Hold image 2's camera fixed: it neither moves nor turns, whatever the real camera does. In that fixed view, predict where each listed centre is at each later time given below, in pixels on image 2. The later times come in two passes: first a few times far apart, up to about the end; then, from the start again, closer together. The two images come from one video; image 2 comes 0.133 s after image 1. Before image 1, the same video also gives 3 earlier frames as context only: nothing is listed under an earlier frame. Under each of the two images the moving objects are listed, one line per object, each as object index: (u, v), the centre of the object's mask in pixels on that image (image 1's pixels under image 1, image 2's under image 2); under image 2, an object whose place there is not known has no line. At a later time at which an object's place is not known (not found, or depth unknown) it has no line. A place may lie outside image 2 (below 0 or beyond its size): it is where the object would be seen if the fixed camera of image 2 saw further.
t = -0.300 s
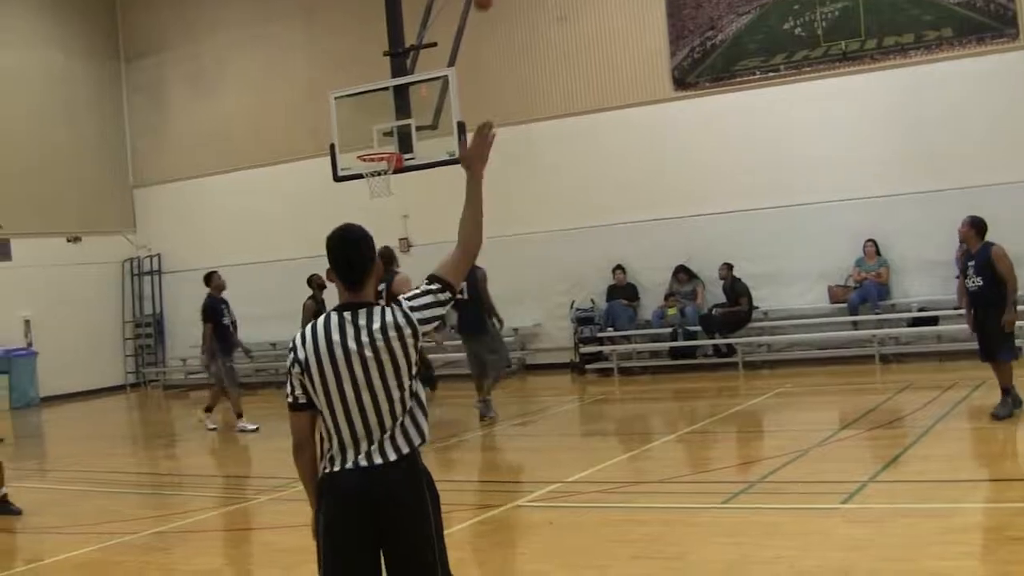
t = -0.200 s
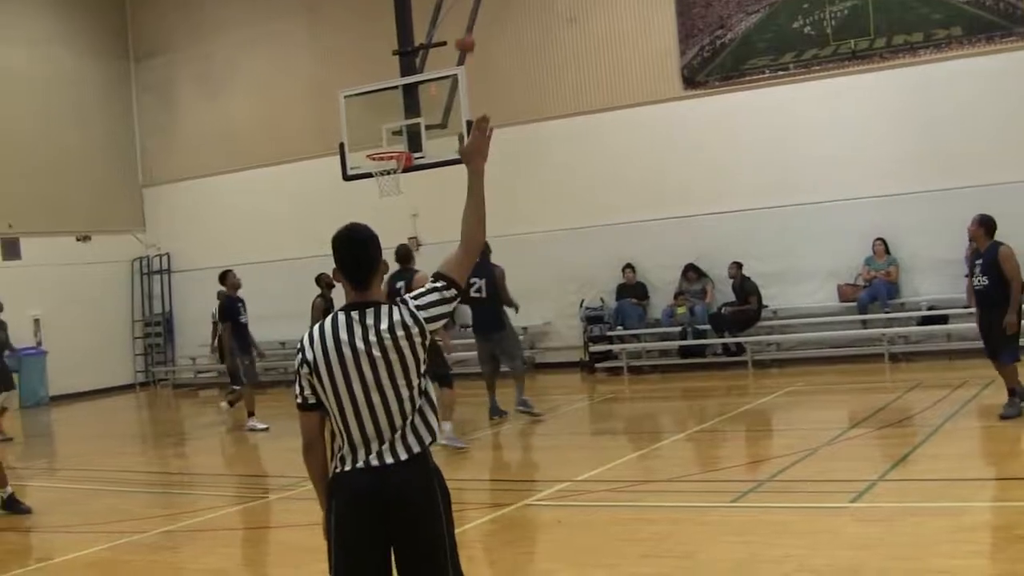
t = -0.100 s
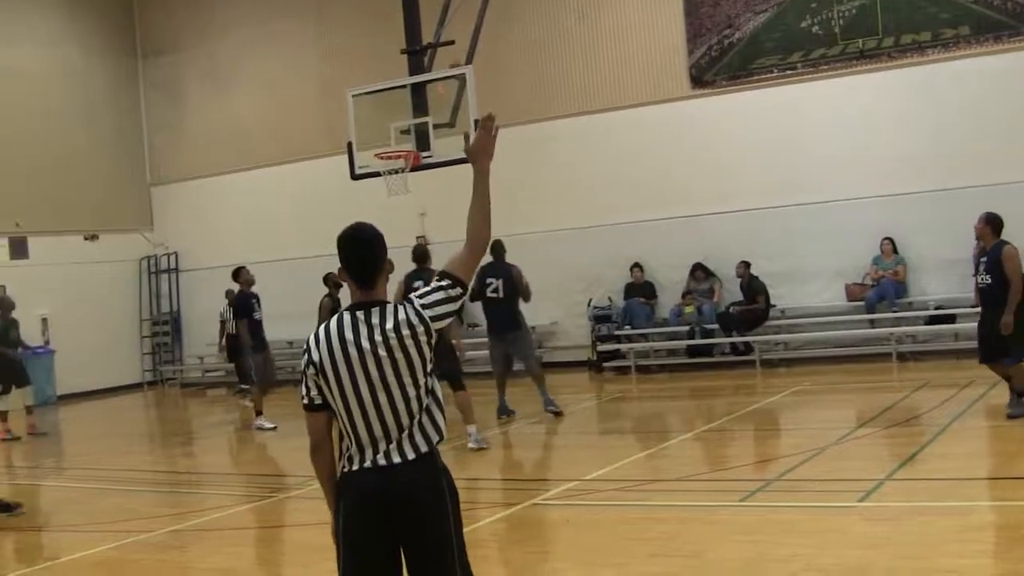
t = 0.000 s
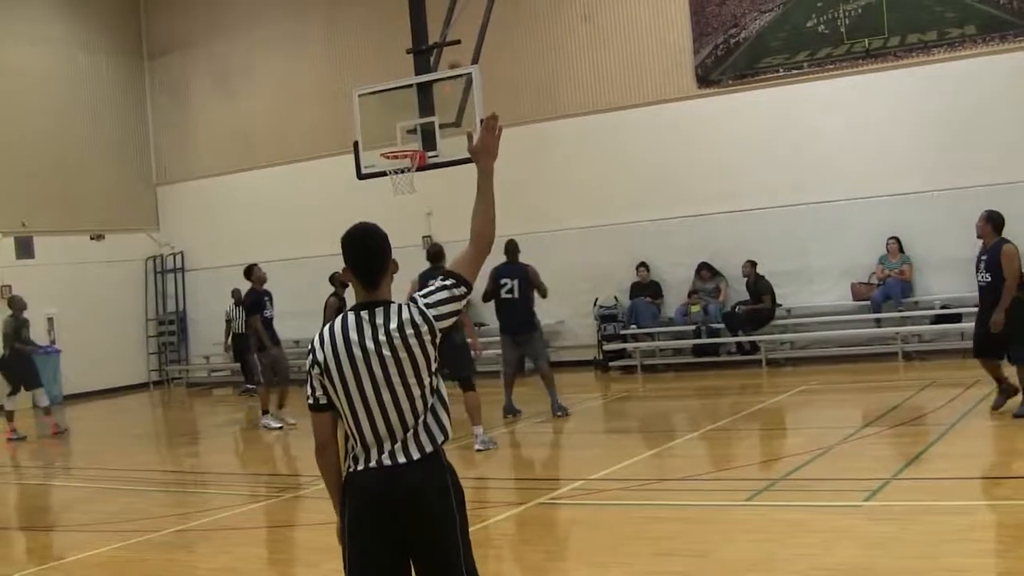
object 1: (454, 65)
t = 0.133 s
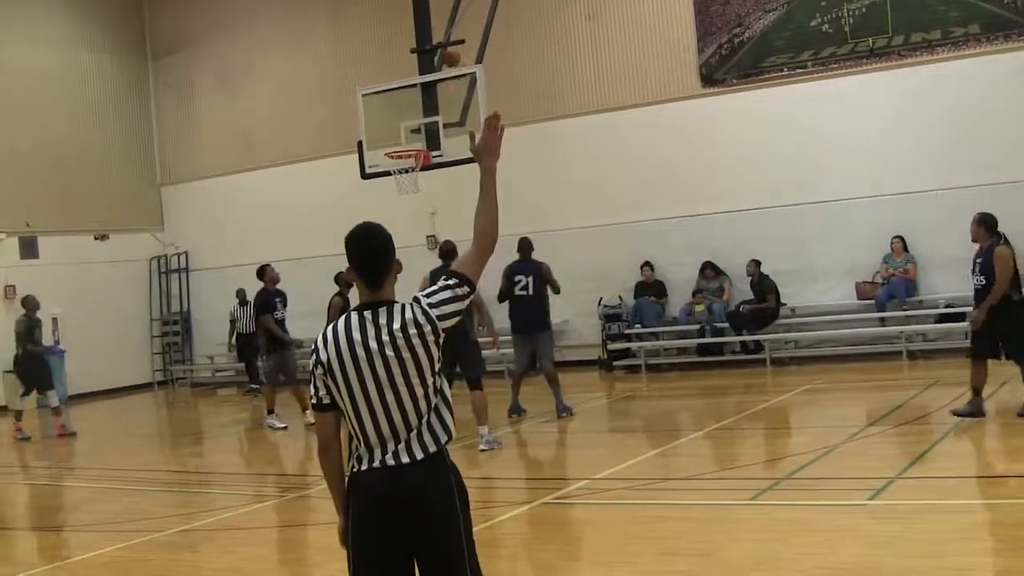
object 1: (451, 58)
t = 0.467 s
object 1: (519, 110)
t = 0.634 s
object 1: (557, 169)
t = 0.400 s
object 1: (505, 92)
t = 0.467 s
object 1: (519, 110)
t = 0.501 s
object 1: (527, 120)
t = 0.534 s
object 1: (534, 131)
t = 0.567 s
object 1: (541, 143)
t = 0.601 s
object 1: (549, 155)
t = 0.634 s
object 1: (557, 169)
